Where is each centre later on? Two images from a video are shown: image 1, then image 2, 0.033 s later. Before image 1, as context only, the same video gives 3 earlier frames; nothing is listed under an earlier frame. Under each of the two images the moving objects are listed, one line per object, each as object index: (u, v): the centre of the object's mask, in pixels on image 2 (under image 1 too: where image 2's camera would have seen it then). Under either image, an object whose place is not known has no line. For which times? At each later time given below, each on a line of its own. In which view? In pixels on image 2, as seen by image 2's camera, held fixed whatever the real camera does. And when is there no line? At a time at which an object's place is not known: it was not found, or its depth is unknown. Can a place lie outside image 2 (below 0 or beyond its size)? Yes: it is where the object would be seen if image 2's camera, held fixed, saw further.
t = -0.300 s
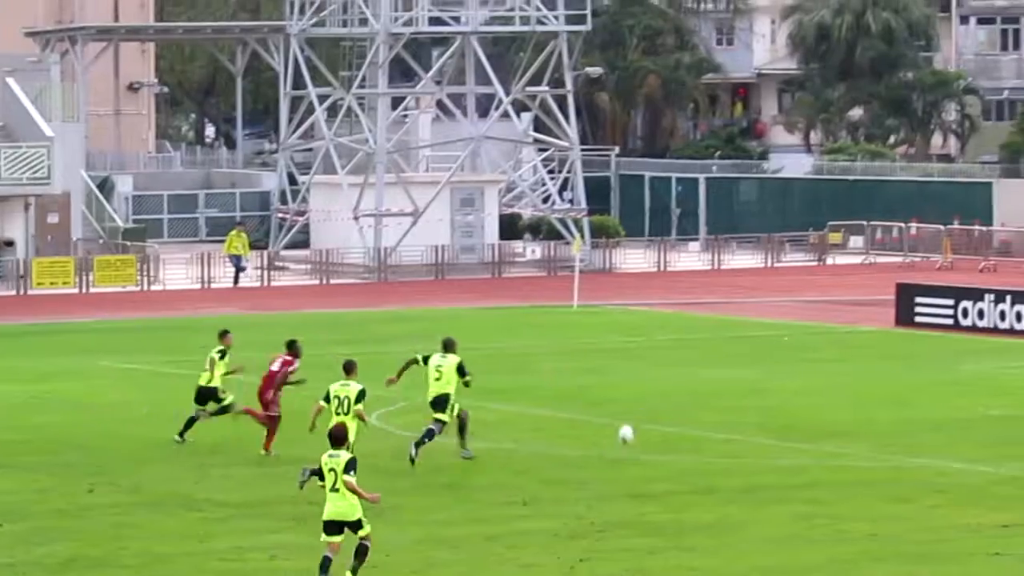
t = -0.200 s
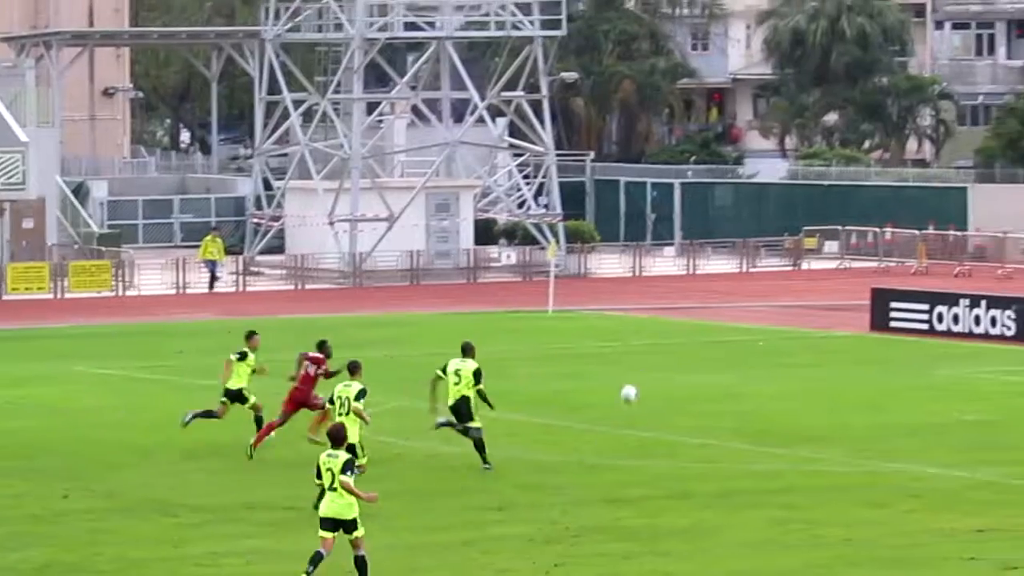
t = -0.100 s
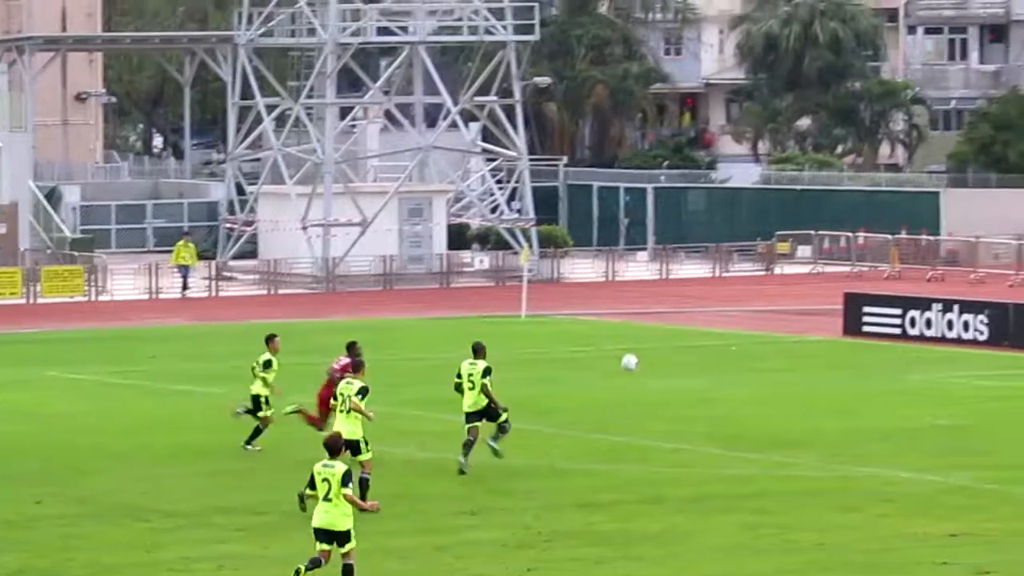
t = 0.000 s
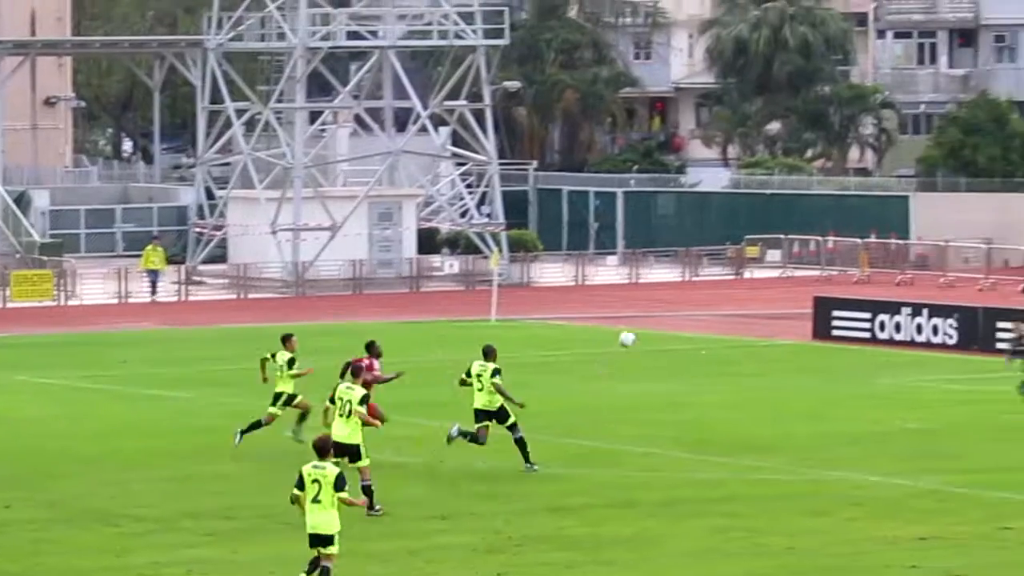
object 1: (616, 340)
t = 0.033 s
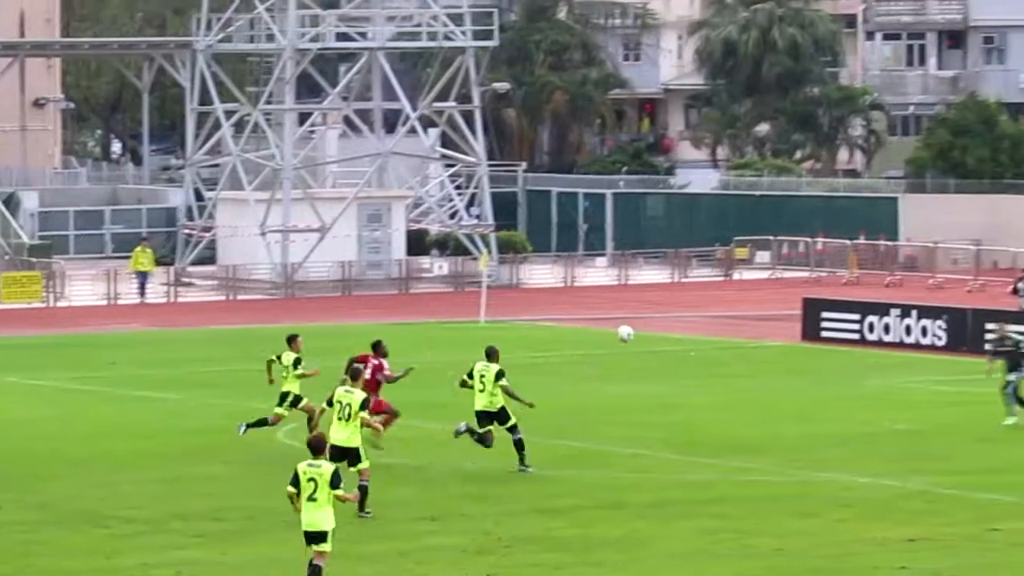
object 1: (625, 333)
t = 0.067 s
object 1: (634, 327)
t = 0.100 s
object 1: (643, 321)
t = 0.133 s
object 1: (652, 317)
